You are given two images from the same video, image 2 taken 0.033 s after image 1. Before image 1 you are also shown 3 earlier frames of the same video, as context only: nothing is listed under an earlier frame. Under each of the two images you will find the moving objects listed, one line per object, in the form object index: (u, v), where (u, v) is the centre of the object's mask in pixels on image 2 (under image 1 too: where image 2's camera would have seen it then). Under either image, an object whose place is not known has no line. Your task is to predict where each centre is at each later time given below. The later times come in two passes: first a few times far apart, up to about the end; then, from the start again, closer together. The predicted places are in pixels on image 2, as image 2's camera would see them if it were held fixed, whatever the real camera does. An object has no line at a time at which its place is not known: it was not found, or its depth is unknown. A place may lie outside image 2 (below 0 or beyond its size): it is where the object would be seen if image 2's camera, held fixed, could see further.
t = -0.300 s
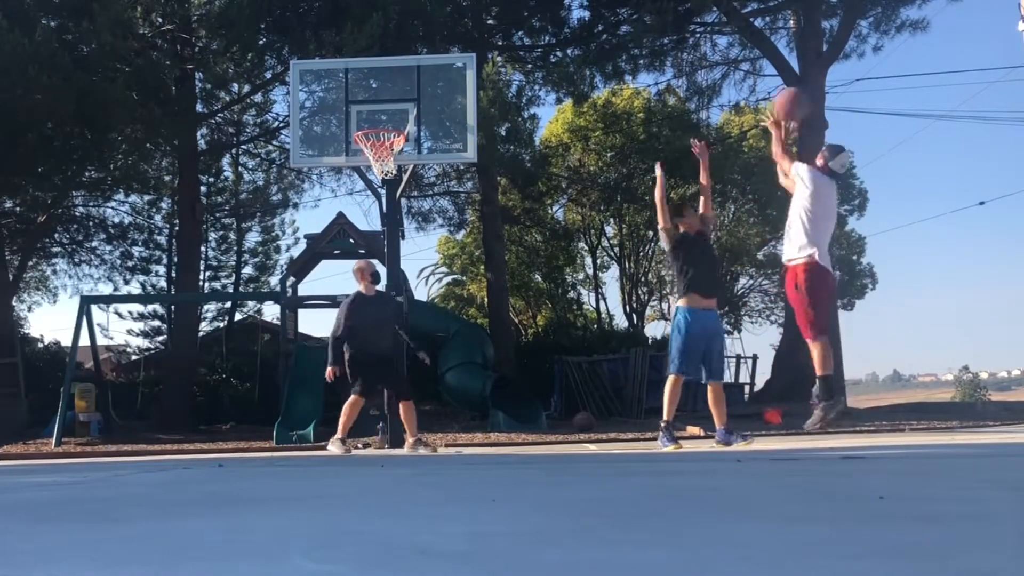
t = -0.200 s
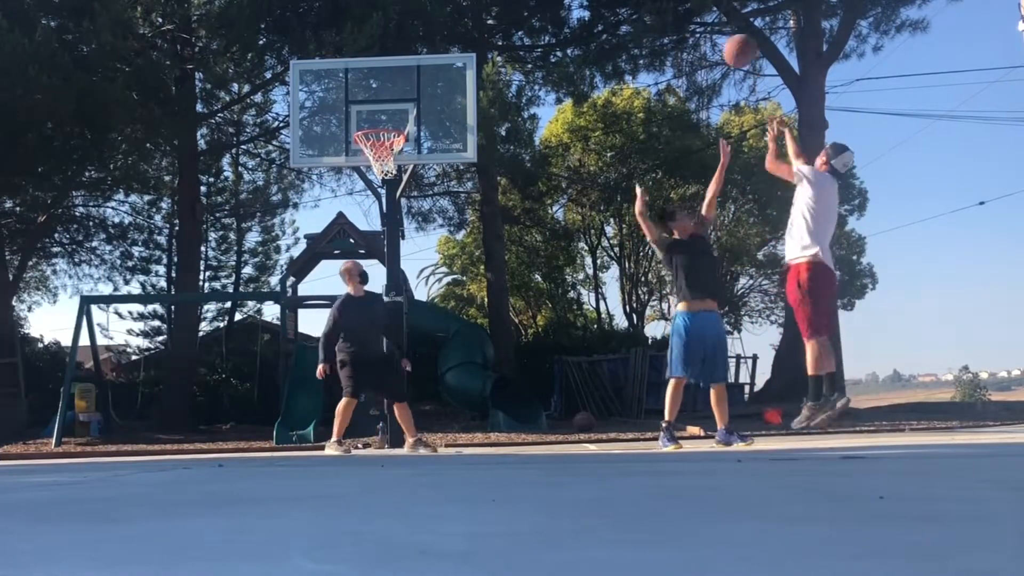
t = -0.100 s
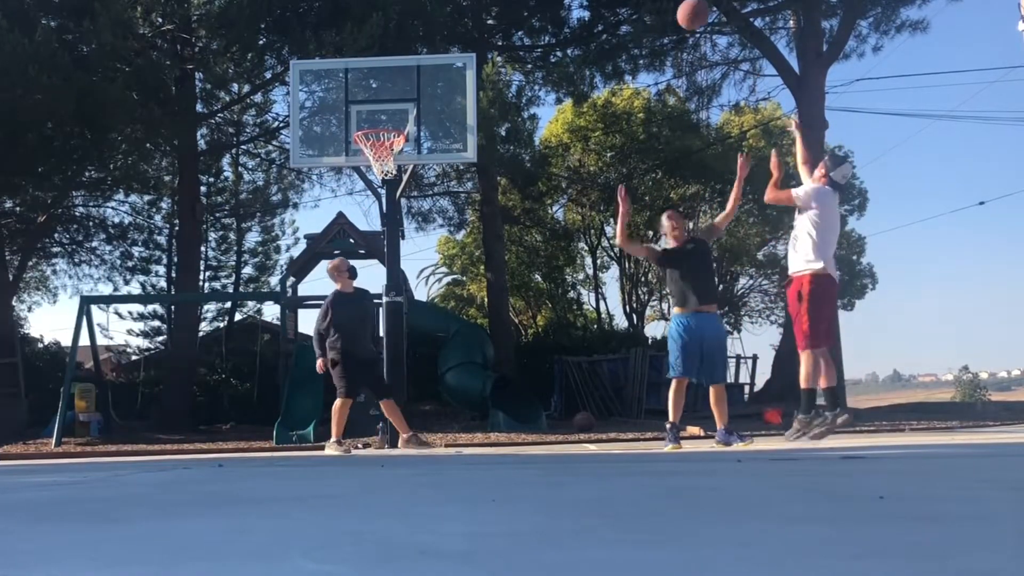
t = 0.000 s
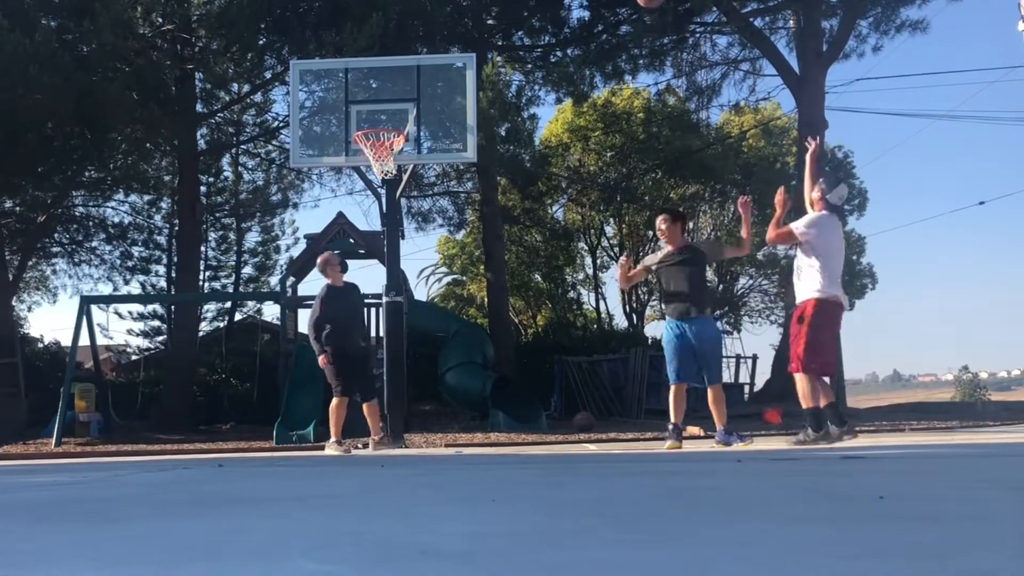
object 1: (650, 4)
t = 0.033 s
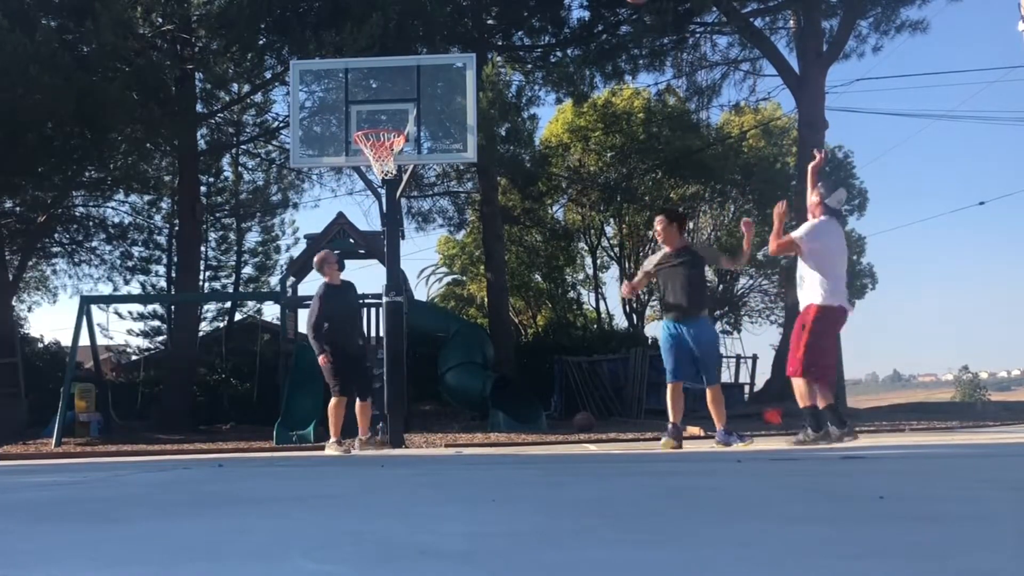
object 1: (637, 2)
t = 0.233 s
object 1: (563, 3)
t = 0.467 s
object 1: (493, 48)
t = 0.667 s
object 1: (438, 136)
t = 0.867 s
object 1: (392, 252)
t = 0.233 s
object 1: (563, 3)
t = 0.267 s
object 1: (553, 5)
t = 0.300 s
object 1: (543, 7)
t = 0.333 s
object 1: (533, 11)
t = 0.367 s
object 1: (522, 17)
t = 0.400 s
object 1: (512, 27)
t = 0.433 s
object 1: (502, 37)
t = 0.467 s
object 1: (493, 48)
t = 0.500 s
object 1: (484, 61)
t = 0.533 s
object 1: (475, 73)
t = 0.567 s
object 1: (465, 88)
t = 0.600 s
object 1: (456, 102)
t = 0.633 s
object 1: (448, 120)
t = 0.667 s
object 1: (438, 136)
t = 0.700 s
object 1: (431, 153)
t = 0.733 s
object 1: (423, 171)
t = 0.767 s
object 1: (415, 190)
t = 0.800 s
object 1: (408, 211)
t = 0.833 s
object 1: (400, 231)
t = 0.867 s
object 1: (392, 252)
